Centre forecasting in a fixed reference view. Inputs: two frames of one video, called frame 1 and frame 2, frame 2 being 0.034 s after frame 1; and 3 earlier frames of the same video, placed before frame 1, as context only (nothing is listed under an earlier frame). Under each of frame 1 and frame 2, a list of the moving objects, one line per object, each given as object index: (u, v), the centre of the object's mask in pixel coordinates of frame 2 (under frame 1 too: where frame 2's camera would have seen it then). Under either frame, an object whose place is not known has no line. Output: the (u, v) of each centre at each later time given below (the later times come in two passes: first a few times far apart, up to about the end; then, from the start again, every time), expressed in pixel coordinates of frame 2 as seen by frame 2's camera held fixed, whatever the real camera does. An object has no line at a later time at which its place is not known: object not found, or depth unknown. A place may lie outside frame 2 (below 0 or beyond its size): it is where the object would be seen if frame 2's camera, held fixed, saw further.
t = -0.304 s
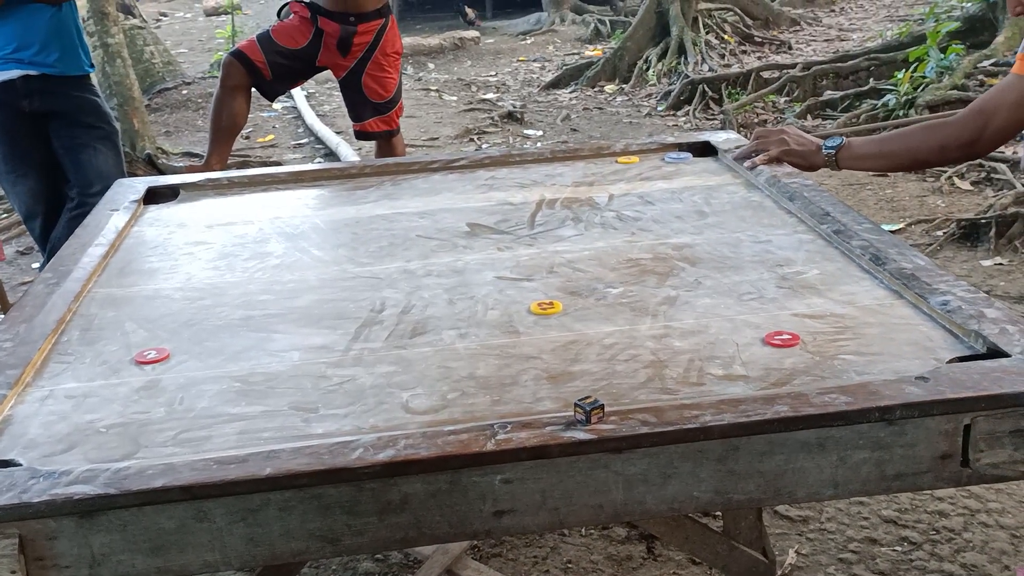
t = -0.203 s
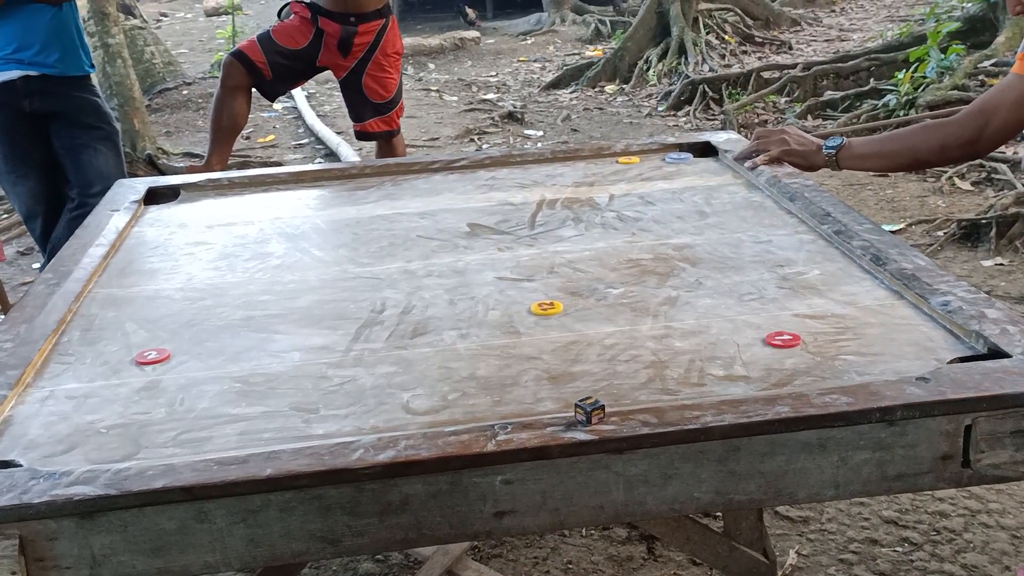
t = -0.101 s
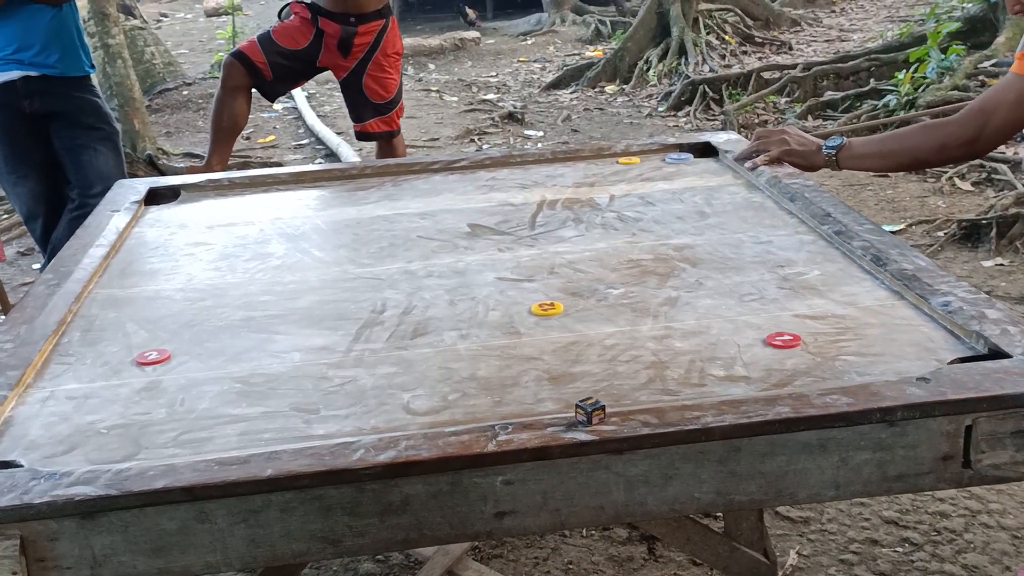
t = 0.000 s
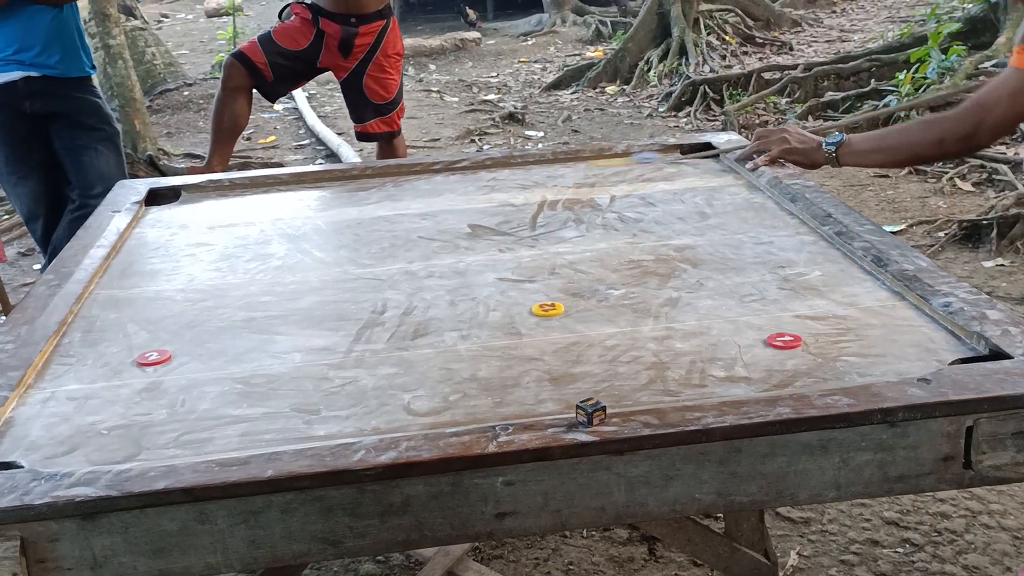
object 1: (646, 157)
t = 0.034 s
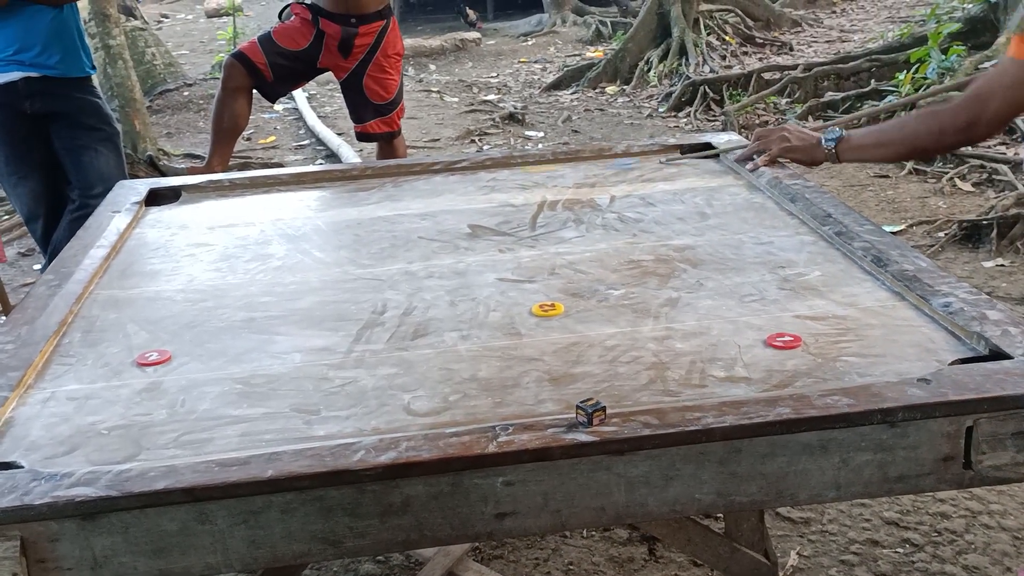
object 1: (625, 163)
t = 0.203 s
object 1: (521, 192)
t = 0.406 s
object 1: (390, 230)
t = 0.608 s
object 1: (246, 273)
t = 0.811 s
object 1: (90, 318)
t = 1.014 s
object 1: (164, 346)
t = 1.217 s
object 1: (232, 353)
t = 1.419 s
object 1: (294, 356)
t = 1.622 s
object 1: (344, 357)
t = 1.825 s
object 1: (376, 357)
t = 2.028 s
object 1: (390, 357)
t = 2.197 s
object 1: (391, 357)
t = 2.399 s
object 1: (391, 357)
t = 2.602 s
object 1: (391, 357)
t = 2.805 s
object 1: (391, 357)
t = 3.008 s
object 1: (391, 357)
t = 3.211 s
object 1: (391, 357)
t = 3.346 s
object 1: (391, 357)
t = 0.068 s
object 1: (603, 169)
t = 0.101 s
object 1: (584, 175)
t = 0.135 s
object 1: (565, 180)
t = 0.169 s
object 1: (543, 185)
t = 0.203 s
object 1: (521, 192)
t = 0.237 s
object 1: (501, 198)
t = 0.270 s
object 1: (479, 205)
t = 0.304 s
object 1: (457, 211)
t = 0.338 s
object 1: (436, 217)
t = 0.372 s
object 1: (412, 224)
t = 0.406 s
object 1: (390, 230)
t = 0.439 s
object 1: (366, 238)
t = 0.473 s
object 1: (345, 245)
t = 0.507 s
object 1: (320, 253)
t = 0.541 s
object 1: (296, 259)
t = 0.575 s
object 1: (271, 266)
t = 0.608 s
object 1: (246, 273)
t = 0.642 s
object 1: (219, 280)
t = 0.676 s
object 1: (194, 287)
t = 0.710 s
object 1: (167, 295)
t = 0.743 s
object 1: (142, 302)
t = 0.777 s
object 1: (115, 310)
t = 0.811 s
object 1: (90, 318)
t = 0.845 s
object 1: (100, 323)
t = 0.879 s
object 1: (113, 328)
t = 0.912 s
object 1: (124, 333)
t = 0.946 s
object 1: (137, 338)
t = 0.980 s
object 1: (149, 342)
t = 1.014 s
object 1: (164, 346)
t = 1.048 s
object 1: (175, 347)
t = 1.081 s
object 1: (187, 348)
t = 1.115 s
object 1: (200, 349)
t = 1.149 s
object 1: (210, 351)
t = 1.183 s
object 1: (221, 352)
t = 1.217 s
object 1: (232, 353)
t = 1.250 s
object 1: (242, 353)
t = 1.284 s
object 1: (253, 354)
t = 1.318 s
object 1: (264, 355)
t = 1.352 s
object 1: (273, 356)
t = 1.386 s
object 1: (284, 356)
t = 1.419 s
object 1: (294, 356)
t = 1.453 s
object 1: (304, 357)
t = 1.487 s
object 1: (312, 357)
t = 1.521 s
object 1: (321, 357)
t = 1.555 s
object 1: (330, 357)
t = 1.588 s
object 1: (337, 358)
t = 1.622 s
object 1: (344, 357)
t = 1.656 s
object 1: (351, 357)
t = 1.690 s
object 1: (356, 357)
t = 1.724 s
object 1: (362, 357)
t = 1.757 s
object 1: (366, 357)
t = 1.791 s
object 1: (372, 357)
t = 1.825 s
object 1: (376, 357)
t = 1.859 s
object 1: (380, 357)
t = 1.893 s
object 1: (383, 357)
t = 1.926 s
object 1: (385, 357)
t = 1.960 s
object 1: (387, 357)
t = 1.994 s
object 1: (389, 357)
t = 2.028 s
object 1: (390, 357)
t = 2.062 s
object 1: (391, 357)
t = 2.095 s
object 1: (392, 357)
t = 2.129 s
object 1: (392, 357)
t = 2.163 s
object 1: (392, 357)
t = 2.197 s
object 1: (391, 357)
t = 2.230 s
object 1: (391, 357)
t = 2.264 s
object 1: (391, 357)
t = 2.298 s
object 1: (391, 357)
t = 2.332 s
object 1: (391, 356)
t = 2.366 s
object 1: (391, 357)
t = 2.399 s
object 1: (391, 357)
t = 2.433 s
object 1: (392, 357)
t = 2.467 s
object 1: (391, 357)
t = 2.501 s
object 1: (391, 357)
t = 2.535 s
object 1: (391, 357)
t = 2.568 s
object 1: (391, 357)
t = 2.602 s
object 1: (391, 357)
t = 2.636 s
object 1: (391, 357)
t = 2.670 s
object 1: (391, 357)
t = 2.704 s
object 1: (391, 357)
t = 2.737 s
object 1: (391, 356)
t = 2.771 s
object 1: (391, 357)
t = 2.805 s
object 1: (391, 357)
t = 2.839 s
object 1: (391, 357)
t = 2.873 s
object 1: (391, 357)
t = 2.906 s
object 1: (391, 357)
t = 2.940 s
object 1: (391, 357)
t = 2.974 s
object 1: (391, 357)
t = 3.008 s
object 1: (391, 357)
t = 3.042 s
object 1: (391, 357)
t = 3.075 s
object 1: (391, 357)
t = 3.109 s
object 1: (391, 357)
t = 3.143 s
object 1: (391, 357)
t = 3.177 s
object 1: (391, 357)
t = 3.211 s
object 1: (391, 357)
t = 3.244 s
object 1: (391, 357)
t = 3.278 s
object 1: (391, 357)
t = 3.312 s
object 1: (391, 357)
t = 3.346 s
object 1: (391, 357)
